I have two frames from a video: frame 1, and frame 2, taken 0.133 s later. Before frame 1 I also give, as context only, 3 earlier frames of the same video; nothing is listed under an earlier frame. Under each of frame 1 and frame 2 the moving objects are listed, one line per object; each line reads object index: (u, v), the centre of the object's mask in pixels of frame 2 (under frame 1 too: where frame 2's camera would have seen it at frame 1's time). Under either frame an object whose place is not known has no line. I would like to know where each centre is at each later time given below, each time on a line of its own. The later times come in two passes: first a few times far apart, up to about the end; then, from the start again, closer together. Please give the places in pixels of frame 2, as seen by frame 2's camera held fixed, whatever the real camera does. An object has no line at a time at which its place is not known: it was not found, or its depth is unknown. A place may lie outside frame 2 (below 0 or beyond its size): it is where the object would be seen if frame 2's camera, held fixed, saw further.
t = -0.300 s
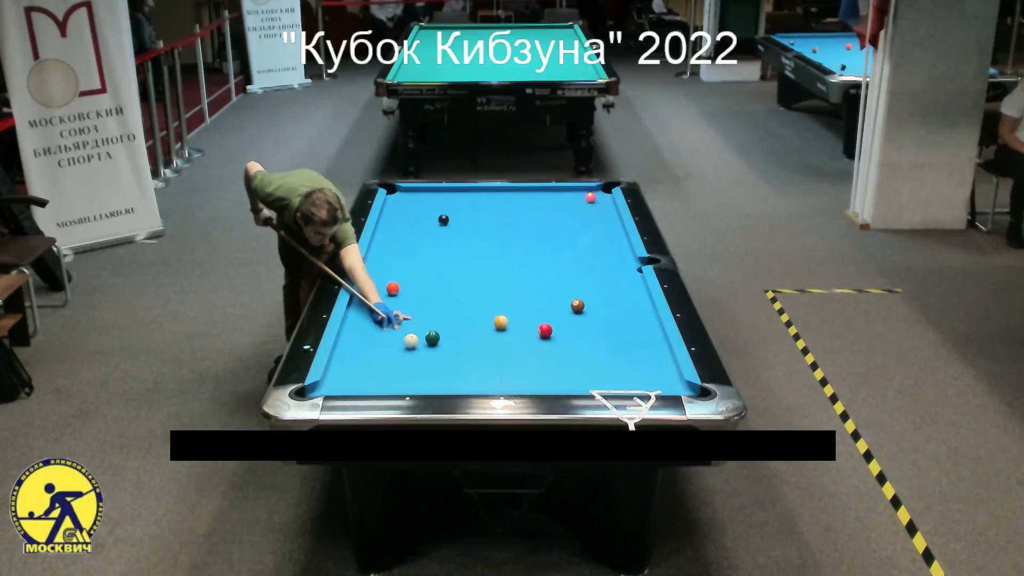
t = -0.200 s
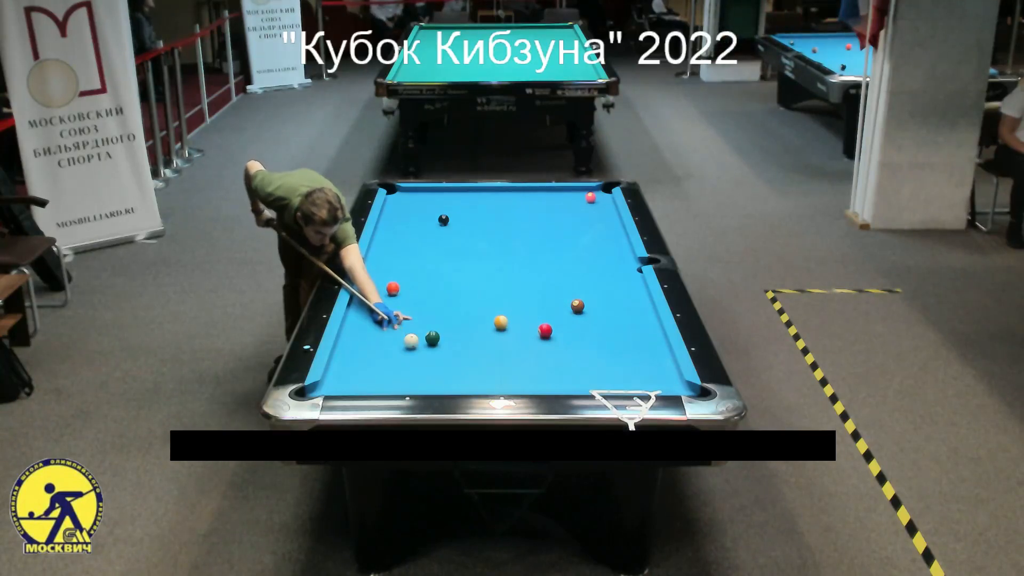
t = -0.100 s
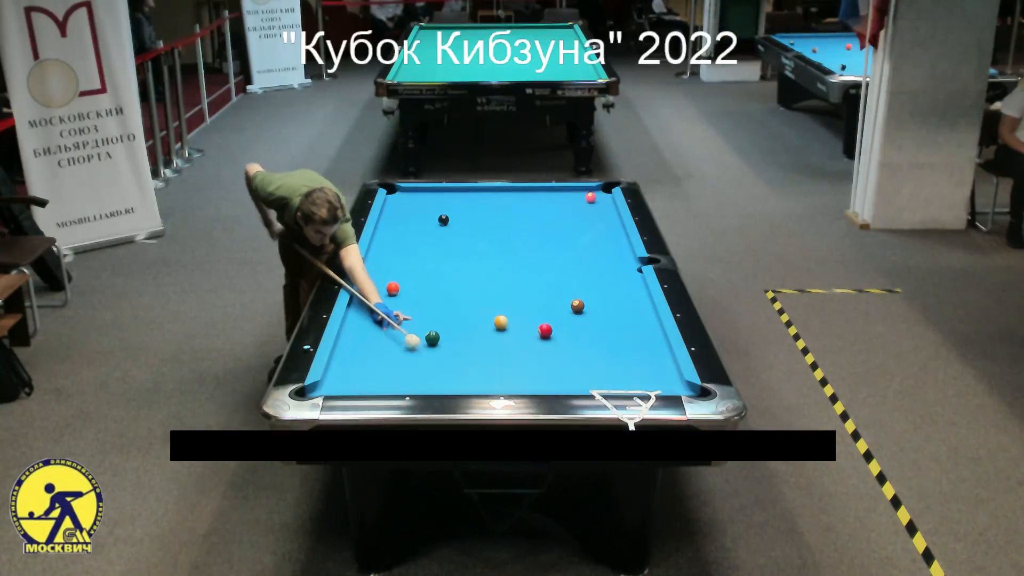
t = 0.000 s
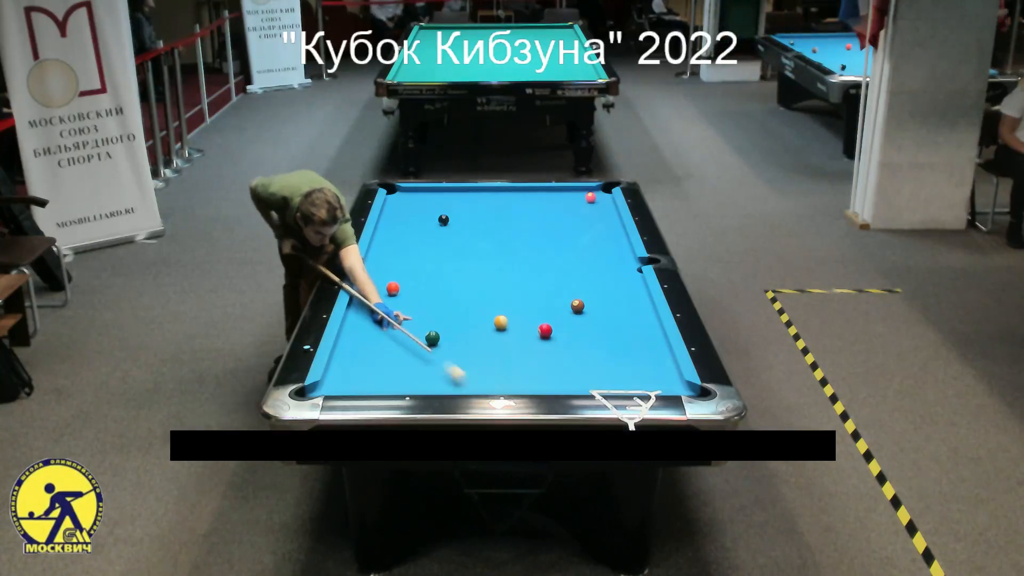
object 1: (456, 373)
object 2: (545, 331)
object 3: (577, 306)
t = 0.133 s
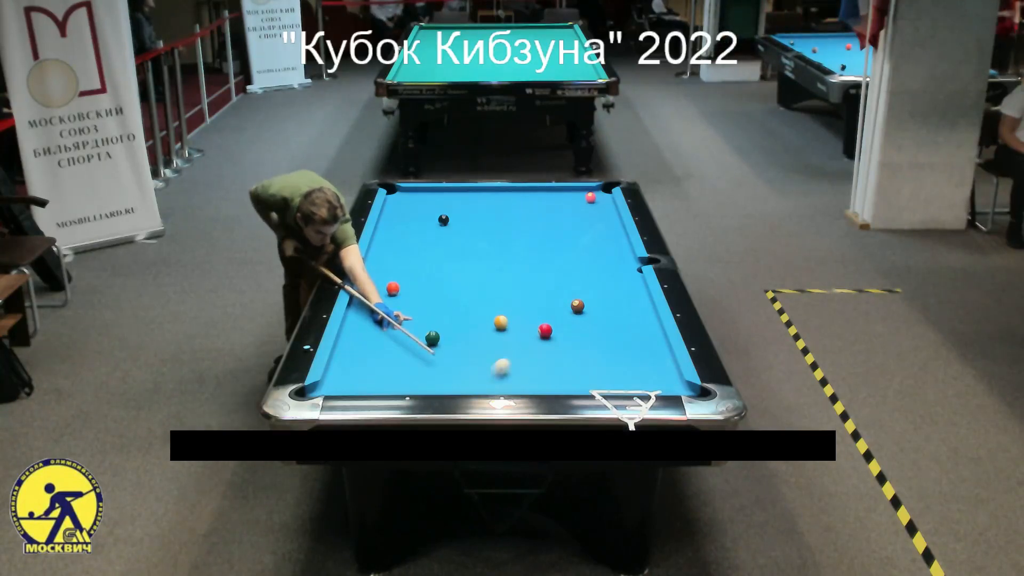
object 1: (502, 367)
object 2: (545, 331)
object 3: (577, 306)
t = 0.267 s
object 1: (536, 342)
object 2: (545, 330)
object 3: (577, 306)
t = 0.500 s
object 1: (582, 335)
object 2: (554, 307)
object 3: (577, 306)
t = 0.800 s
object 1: (640, 331)
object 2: (564, 280)
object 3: (577, 306)
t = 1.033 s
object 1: (641, 326)
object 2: (570, 263)
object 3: (577, 306)
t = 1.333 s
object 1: (610, 317)
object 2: (578, 242)
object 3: (577, 306)
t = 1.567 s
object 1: (588, 311)
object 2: (584, 229)
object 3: (576, 306)
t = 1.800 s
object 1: (580, 311)
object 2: (589, 216)
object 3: (568, 302)
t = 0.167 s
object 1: (511, 359)
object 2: (545, 331)
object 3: (577, 306)
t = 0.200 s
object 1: (519, 353)
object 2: (545, 331)
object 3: (577, 306)
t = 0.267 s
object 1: (536, 342)
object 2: (545, 330)
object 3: (577, 306)
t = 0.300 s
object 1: (544, 337)
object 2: (546, 327)
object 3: (577, 306)
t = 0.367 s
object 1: (556, 337)
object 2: (548, 321)
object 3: (577, 306)
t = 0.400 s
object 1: (563, 336)
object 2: (550, 317)
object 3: (577, 306)
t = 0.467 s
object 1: (576, 336)
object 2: (553, 310)
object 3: (577, 306)
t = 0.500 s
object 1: (582, 335)
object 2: (554, 307)
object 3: (577, 306)
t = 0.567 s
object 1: (595, 334)
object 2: (556, 301)
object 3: (577, 306)
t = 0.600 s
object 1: (602, 334)
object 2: (557, 297)
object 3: (577, 306)
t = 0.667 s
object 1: (614, 333)
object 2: (559, 292)
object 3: (577, 306)
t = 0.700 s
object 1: (621, 333)
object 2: (560, 289)
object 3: (577, 306)
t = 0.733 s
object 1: (627, 332)
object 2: (561, 286)
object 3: (577, 306)
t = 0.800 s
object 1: (640, 331)
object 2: (564, 280)
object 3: (577, 306)
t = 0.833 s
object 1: (646, 331)
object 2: (565, 278)
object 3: (577, 306)
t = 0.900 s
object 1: (657, 330)
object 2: (567, 273)
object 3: (577, 306)
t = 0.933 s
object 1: (653, 329)
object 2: (568, 270)
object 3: (577, 306)
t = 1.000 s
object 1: (645, 327)
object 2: (569, 265)
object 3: (577, 306)
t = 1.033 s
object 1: (641, 326)
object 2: (570, 263)
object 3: (577, 306)
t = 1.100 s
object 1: (634, 324)
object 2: (572, 258)
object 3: (577, 306)
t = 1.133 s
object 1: (630, 323)
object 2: (573, 256)
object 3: (577, 306)
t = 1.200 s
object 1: (623, 321)
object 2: (575, 251)
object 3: (577, 306)
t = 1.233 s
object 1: (620, 320)
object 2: (576, 249)
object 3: (577, 306)
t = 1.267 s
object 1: (617, 319)
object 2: (577, 247)
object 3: (577, 306)
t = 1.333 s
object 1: (610, 317)
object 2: (578, 242)
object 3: (577, 306)
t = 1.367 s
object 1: (607, 316)
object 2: (579, 240)
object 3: (577, 306)
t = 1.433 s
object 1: (600, 314)
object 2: (581, 236)
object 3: (577, 306)
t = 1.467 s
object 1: (598, 313)
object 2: (581, 234)
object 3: (577, 306)
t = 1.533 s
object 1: (591, 312)
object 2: (583, 231)
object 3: (577, 306)
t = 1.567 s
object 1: (588, 311)
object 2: (584, 229)
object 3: (576, 306)
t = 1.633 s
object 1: (585, 311)
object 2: (585, 225)
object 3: (574, 304)
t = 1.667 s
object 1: (584, 311)
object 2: (586, 223)
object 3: (573, 304)
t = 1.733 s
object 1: (582, 311)
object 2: (588, 219)
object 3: (571, 302)
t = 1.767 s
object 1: (581, 311)
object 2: (588, 218)
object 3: (570, 302)
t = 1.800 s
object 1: (580, 311)
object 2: (589, 216)
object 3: (568, 302)
